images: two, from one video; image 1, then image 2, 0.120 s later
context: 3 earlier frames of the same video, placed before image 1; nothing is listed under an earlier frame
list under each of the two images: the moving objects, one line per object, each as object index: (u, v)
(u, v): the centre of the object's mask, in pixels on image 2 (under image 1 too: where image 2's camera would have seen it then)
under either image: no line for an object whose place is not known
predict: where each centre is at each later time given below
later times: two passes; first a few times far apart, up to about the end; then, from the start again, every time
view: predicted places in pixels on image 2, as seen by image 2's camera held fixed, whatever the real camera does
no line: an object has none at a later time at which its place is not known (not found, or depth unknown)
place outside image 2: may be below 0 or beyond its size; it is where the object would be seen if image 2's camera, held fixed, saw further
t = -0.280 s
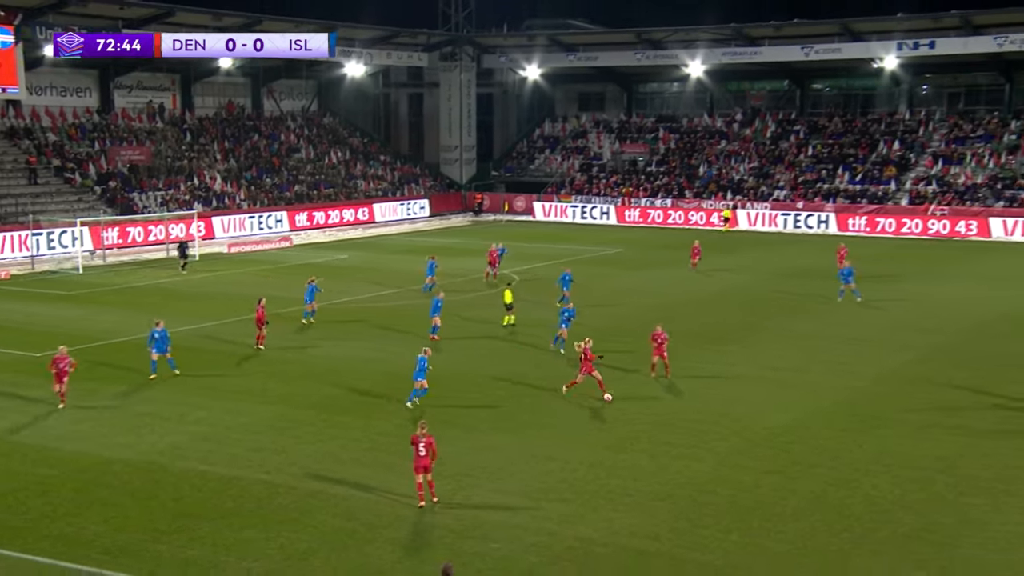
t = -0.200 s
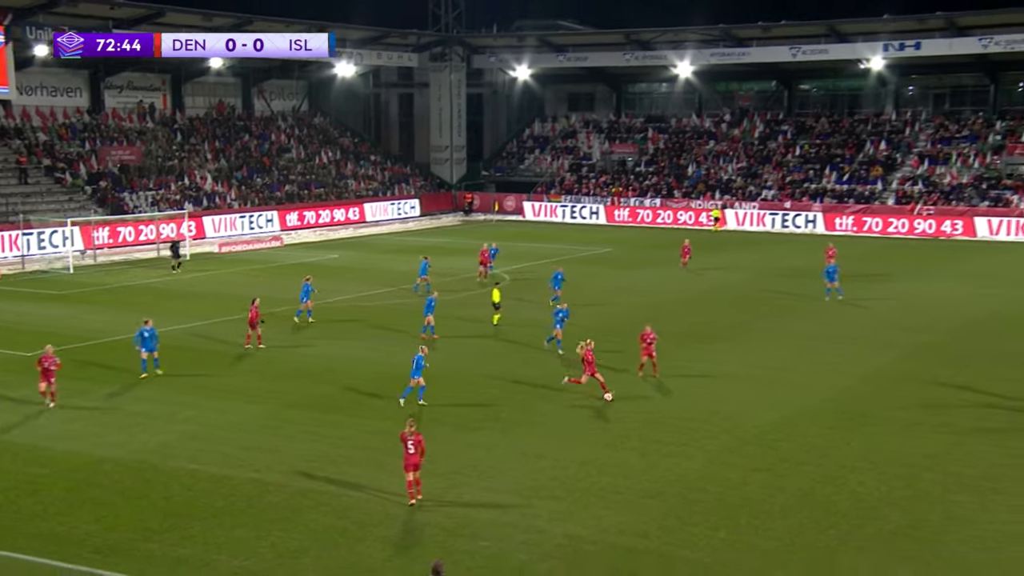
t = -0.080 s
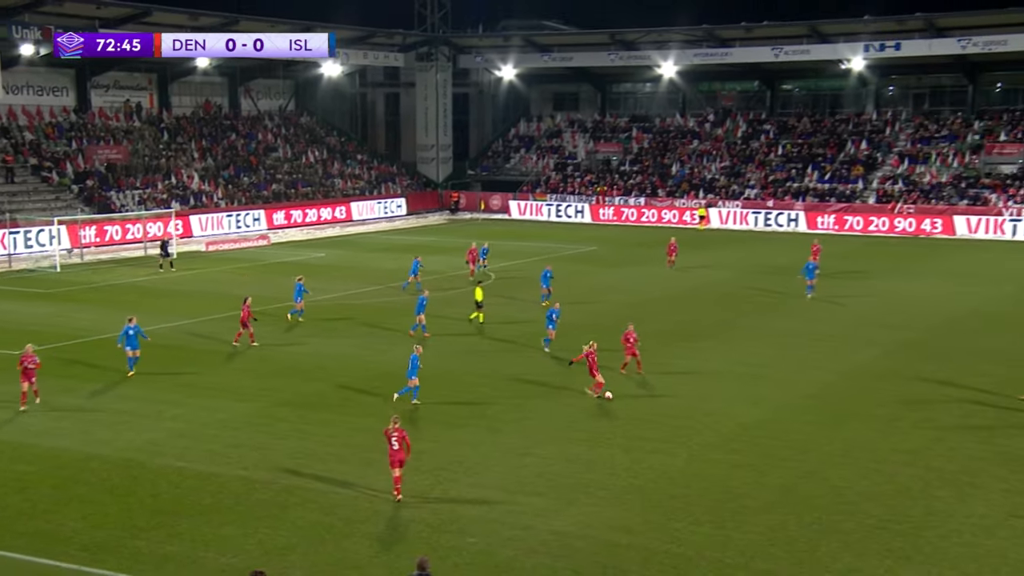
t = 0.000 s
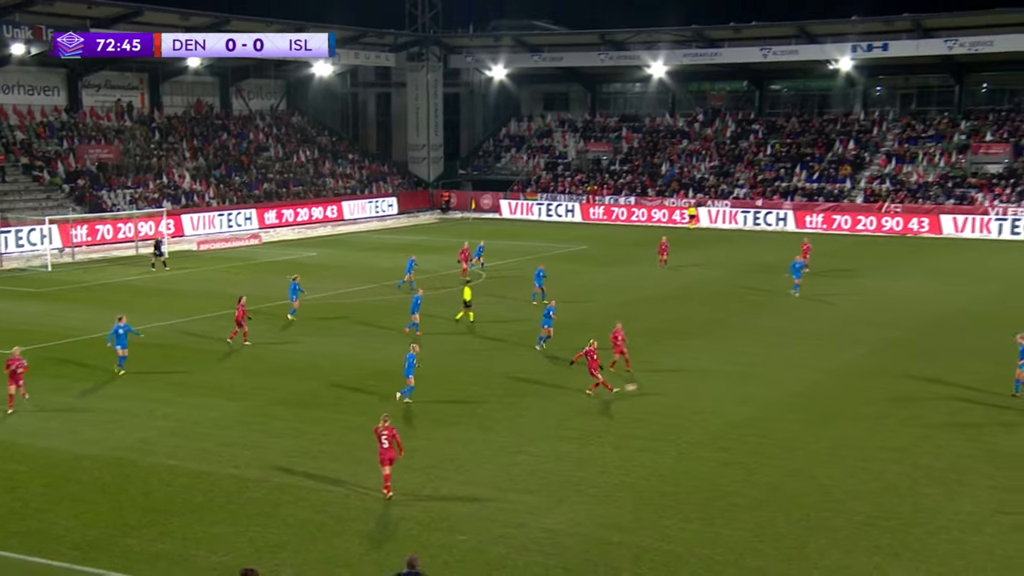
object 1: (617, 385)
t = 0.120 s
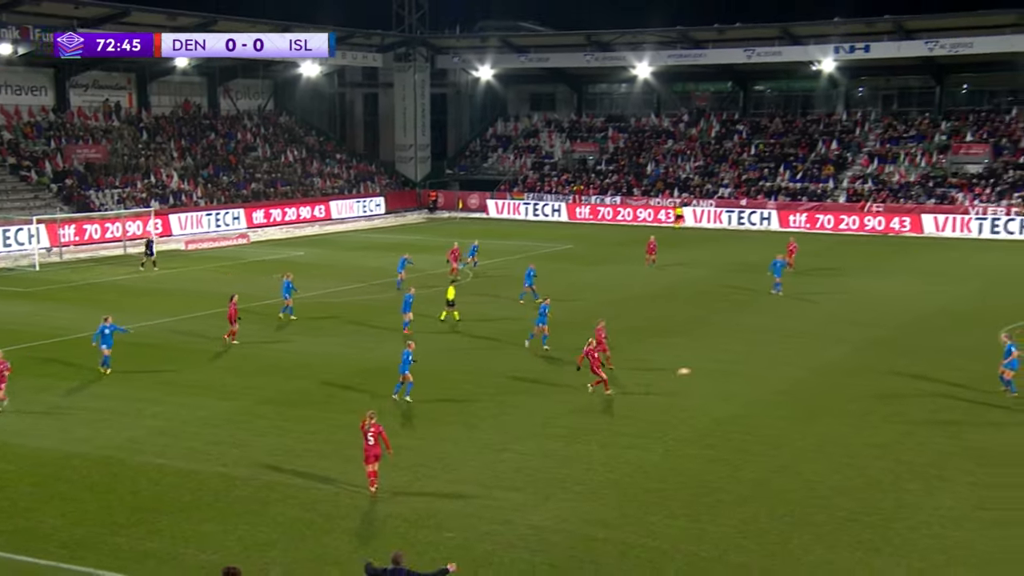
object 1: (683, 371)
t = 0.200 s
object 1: (725, 365)
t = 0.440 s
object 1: (830, 360)
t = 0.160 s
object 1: (704, 368)
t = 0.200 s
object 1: (725, 365)
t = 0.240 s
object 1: (744, 363)
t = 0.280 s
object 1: (762, 361)
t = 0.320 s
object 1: (780, 360)
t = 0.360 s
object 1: (798, 360)
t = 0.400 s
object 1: (814, 359)
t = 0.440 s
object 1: (830, 360)
